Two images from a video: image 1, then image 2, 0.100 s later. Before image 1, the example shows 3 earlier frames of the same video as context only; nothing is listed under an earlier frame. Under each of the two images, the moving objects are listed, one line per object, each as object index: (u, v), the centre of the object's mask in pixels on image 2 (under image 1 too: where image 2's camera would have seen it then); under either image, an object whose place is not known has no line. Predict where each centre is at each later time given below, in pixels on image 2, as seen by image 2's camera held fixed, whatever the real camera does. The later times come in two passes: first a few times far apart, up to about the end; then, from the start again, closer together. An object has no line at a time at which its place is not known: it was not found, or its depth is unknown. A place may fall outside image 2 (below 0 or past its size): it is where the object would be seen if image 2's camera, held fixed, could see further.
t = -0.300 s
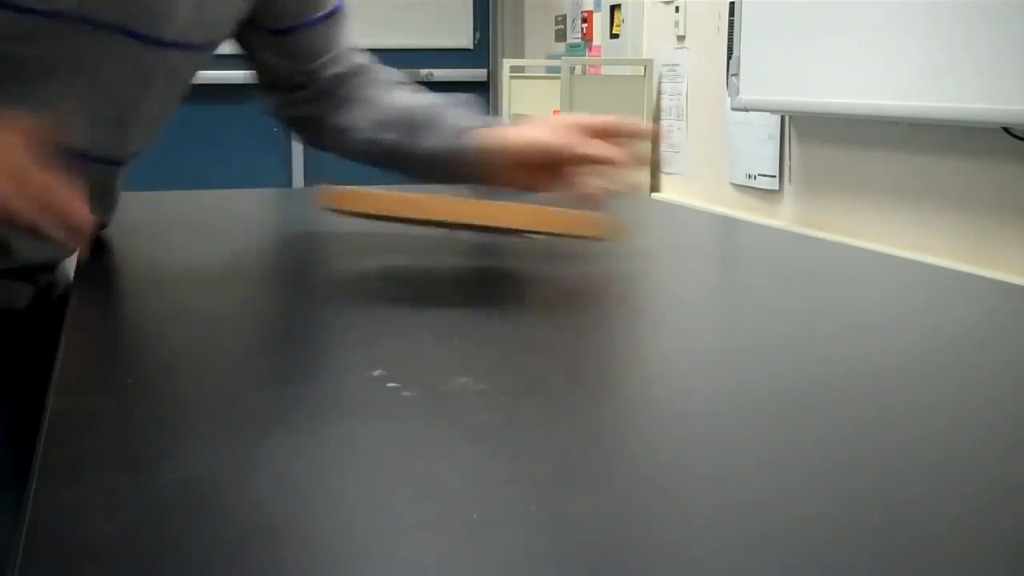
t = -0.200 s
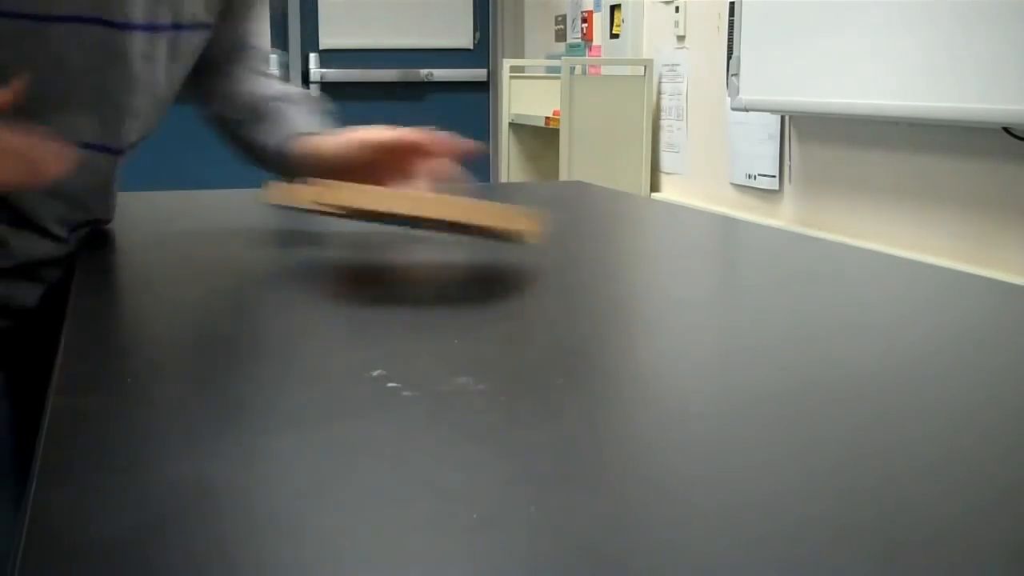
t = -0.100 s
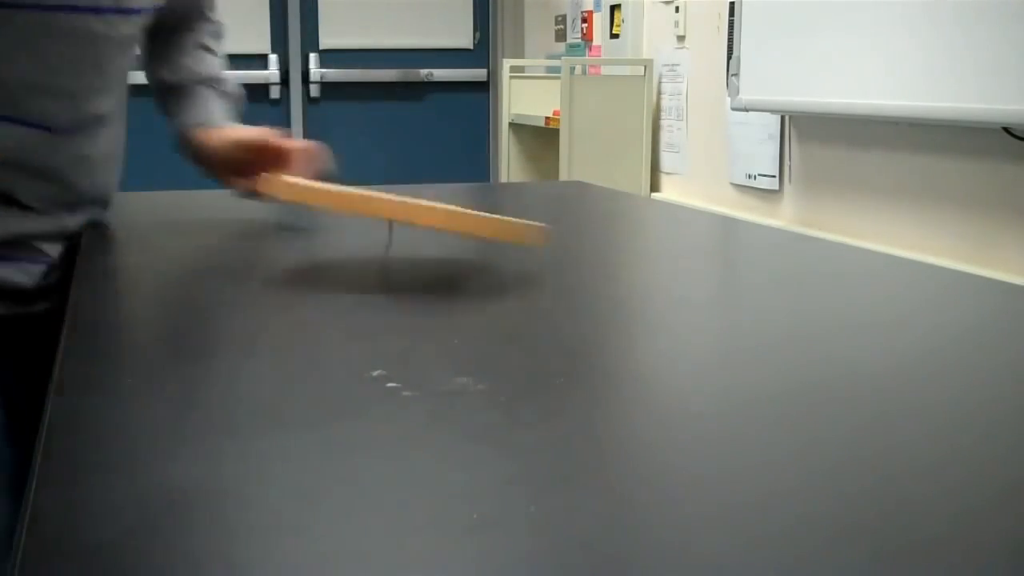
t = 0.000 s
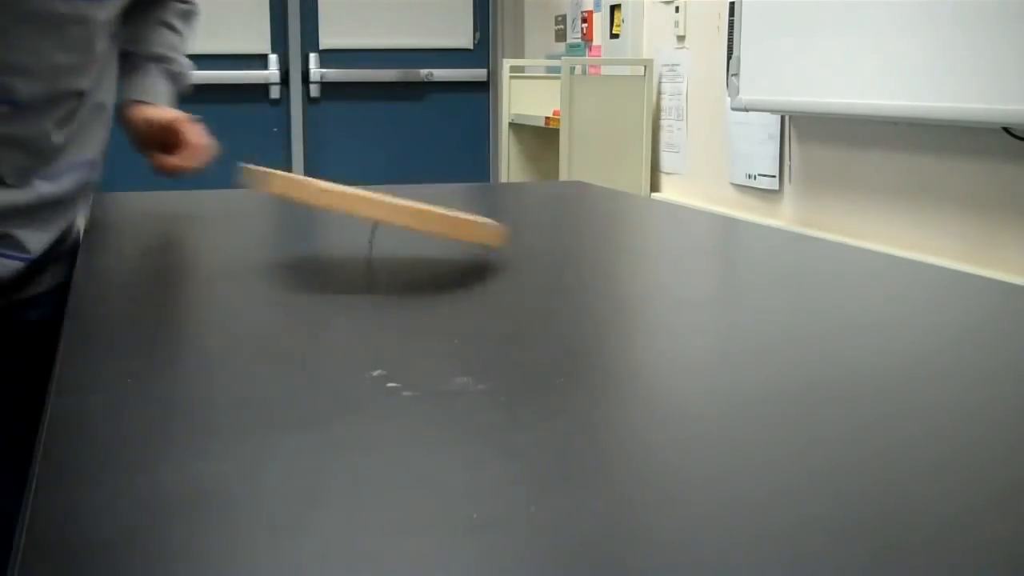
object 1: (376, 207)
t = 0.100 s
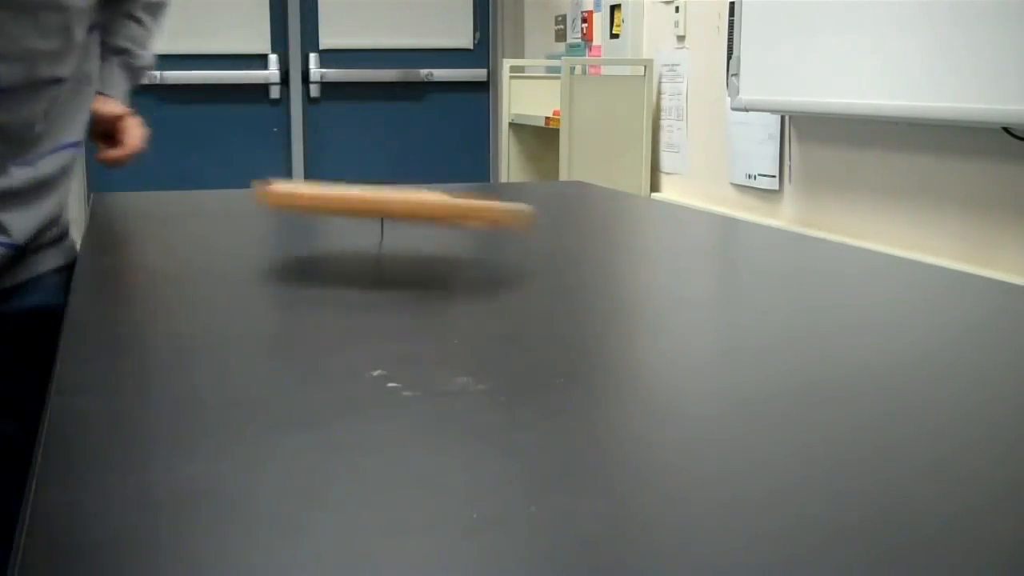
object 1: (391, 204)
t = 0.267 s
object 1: (386, 205)
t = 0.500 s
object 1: (396, 204)
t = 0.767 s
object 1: (404, 207)
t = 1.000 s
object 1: (396, 210)
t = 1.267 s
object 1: (381, 207)
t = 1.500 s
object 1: (374, 209)
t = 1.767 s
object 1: (382, 202)
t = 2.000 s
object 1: (387, 200)
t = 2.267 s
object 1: (408, 201)
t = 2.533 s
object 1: (412, 203)
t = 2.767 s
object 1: (413, 203)
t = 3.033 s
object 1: (403, 204)
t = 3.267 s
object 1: (398, 203)
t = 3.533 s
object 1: (396, 200)
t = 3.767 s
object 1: (382, 201)
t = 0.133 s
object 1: (385, 204)
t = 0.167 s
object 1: (377, 204)
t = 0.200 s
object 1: (373, 202)
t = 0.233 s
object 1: (385, 204)
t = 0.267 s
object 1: (386, 205)
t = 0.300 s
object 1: (391, 204)
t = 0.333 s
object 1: (386, 202)
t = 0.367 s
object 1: (374, 201)
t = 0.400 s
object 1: (379, 202)
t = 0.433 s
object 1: (388, 203)
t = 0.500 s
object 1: (396, 204)
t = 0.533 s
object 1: (399, 205)
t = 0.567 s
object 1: (388, 202)
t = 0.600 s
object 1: (383, 201)
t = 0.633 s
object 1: (388, 201)
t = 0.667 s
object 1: (399, 203)
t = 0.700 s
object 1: (402, 204)
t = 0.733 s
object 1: (410, 206)
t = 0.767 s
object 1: (404, 207)
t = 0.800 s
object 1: (390, 202)
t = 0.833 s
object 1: (393, 200)
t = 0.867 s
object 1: (397, 202)
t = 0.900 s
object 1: (397, 202)
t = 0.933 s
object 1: (408, 203)
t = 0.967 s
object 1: (413, 207)
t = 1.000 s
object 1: (396, 210)
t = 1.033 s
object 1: (389, 204)
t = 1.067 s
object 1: (390, 202)
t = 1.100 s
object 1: (397, 203)
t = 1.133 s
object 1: (395, 202)
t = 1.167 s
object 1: (404, 202)
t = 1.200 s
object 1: (405, 205)
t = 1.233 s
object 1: (385, 209)
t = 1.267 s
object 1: (381, 207)
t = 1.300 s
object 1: (388, 203)
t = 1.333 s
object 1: (394, 203)
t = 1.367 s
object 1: (392, 203)
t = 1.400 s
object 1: (404, 201)
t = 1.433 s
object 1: (396, 204)
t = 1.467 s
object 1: (380, 208)
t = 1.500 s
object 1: (374, 209)
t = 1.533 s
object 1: (387, 204)
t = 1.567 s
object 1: (391, 203)
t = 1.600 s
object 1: (393, 202)
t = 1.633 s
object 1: (403, 201)
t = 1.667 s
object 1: (384, 204)
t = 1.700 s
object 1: (382, 204)
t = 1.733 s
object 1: (375, 204)
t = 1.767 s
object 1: (382, 202)
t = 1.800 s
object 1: (390, 199)
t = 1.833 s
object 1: (392, 200)
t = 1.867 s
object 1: (400, 199)
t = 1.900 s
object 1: (391, 200)
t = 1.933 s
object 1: (388, 199)
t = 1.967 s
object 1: (382, 201)
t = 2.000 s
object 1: (387, 200)
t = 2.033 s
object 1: (398, 197)
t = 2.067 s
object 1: (394, 199)
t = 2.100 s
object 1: (411, 200)
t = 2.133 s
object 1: (401, 200)
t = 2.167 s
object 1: (403, 200)
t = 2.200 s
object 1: (392, 199)
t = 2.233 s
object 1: (395, 200)
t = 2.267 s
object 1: (408, 201)
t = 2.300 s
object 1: (399, 200)
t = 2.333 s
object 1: (412, 203)
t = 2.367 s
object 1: (413, 204)
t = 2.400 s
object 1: (407, 203)
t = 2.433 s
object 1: (396, 201)
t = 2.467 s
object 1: (399, 201)
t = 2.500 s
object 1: (410, 203)
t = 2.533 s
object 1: (412, 203)
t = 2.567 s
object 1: (415, 204)
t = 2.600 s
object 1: (424, 207)
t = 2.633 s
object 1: (418, 206)
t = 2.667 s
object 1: (401, 202)
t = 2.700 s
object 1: (402, 201)
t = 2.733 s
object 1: (406, 202)
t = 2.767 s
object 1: (413, 203)
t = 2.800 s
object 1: (413, 203)
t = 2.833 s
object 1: (419, 204)
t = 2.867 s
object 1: (422, 209)
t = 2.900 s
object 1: (407, 211)
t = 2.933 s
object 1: (398, 205)
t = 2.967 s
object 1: (400, 203)
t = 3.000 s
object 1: (405, 203)
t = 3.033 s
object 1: (403, 204)
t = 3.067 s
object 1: (406, 203)
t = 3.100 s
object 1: (412, 204)
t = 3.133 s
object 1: (409, 206)
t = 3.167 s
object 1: (393, 208)
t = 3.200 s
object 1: (386, 207)
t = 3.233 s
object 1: (389, 204)
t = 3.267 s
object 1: (398, 203)
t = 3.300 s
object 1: (391, 205)
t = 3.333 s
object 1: (398, 203)
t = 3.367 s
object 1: (402, 203)
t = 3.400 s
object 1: (395, 205)
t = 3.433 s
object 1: (384, 206)
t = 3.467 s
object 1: (374, 208)
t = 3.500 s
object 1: (379, 204)
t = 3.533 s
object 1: (396, 200)
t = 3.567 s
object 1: (384, 203)
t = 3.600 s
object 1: (397, 201)
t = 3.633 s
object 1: (400, 200)
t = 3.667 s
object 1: (384, 202)
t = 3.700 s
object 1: (383, 201)
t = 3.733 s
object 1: (375, 202)
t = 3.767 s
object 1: (382, 201)
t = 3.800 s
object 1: (398, 197)
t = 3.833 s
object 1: (389, 196)
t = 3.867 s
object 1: (401, 200)
